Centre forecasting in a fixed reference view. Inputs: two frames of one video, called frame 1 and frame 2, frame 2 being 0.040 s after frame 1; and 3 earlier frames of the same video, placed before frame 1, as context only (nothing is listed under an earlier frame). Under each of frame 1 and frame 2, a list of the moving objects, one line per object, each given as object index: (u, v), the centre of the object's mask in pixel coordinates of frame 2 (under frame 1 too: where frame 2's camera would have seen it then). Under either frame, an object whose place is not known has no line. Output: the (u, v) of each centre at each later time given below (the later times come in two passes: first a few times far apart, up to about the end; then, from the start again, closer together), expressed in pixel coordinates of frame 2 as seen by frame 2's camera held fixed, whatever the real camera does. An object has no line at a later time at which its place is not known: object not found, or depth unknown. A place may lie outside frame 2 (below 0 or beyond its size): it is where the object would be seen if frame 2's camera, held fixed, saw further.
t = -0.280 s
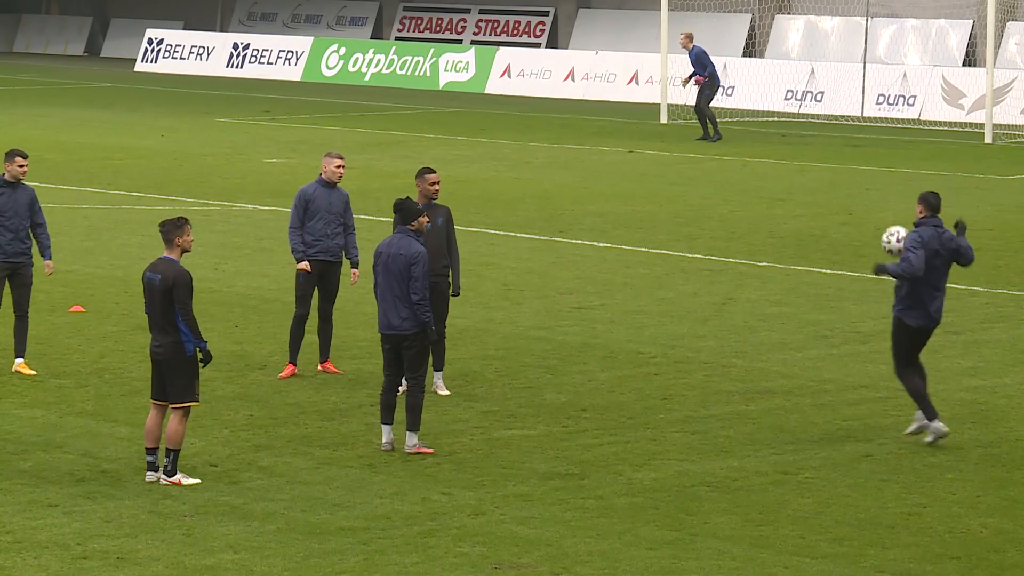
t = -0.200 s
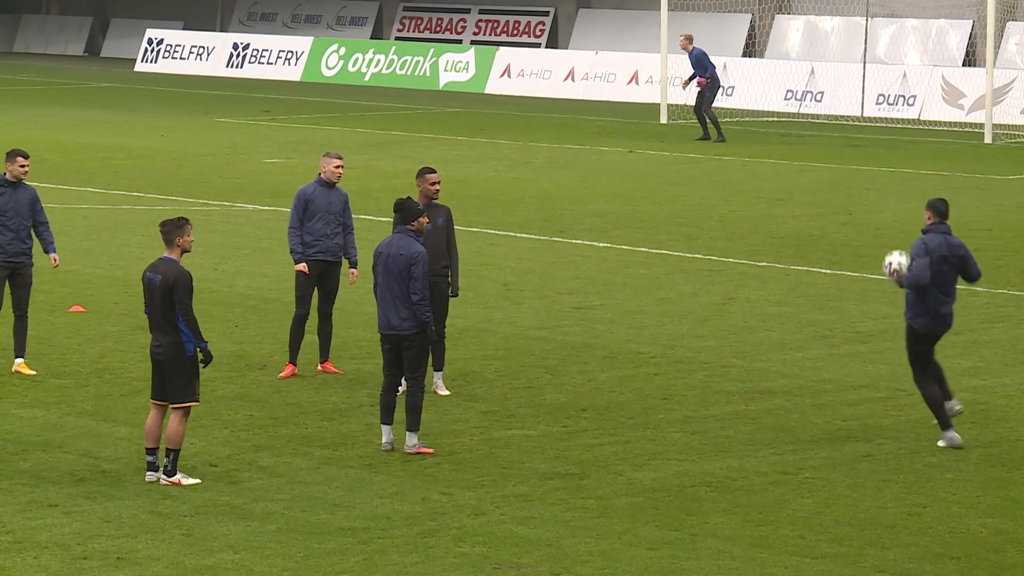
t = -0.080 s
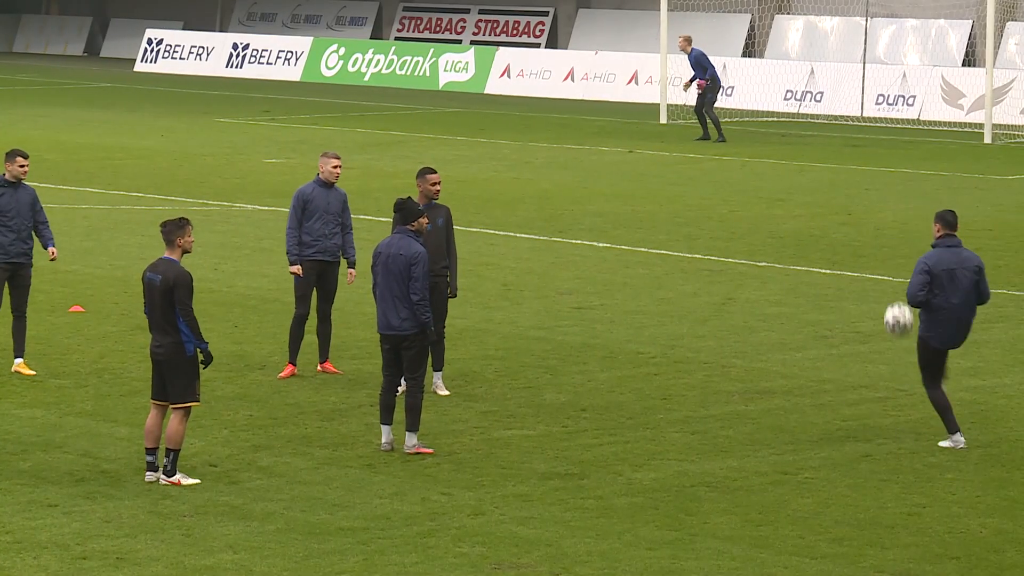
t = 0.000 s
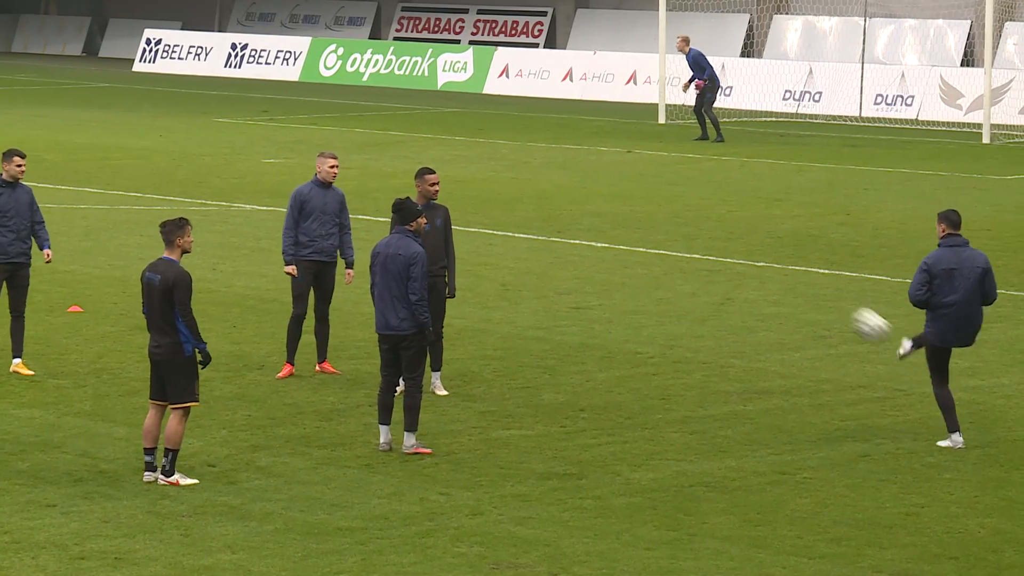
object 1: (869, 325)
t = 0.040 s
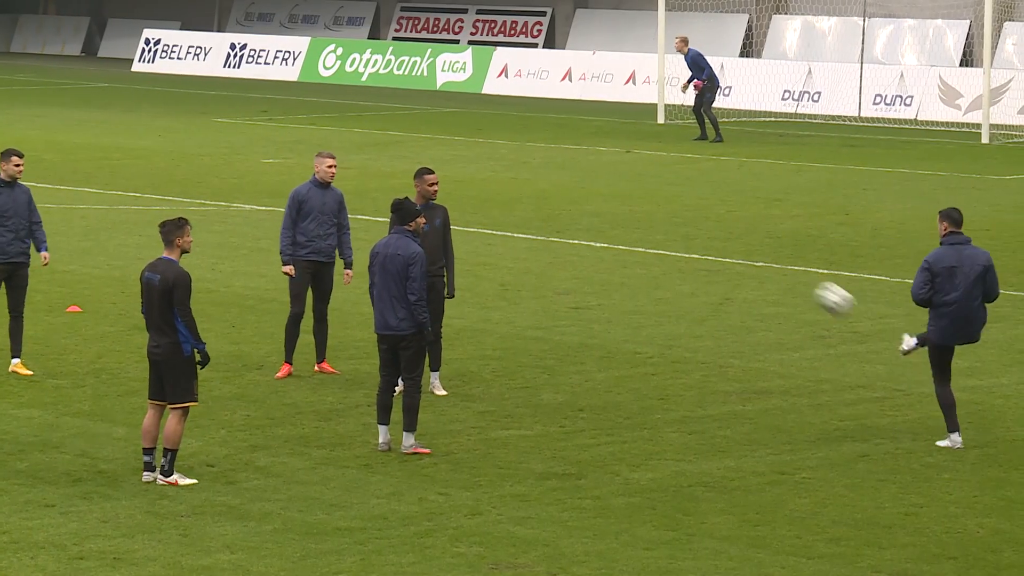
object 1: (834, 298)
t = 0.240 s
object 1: (658, 199)
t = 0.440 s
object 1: (486, 154)
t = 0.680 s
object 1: (284, 171)
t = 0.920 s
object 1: (91, 264)
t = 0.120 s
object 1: (763, 251)
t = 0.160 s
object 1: (728, 232)
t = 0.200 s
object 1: (693, 215)
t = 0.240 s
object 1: (658, 199)
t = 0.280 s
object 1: (624, 186)
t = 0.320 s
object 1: (589, 174)
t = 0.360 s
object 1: (555, 165)
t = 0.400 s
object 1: (520, 159)
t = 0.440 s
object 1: (486, 154)
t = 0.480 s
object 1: (452, 152)
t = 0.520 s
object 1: (418, 152)
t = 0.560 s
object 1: (385, 153)
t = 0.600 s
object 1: (351, 157)
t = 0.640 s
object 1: (318, 163)
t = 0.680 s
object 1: (284, 171)
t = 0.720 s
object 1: (251, 181)
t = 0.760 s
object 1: (220, 193)
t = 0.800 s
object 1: (187, 207)
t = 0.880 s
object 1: (122, 244)
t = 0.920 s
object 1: (91, 264)
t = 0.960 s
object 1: (61, 286)
